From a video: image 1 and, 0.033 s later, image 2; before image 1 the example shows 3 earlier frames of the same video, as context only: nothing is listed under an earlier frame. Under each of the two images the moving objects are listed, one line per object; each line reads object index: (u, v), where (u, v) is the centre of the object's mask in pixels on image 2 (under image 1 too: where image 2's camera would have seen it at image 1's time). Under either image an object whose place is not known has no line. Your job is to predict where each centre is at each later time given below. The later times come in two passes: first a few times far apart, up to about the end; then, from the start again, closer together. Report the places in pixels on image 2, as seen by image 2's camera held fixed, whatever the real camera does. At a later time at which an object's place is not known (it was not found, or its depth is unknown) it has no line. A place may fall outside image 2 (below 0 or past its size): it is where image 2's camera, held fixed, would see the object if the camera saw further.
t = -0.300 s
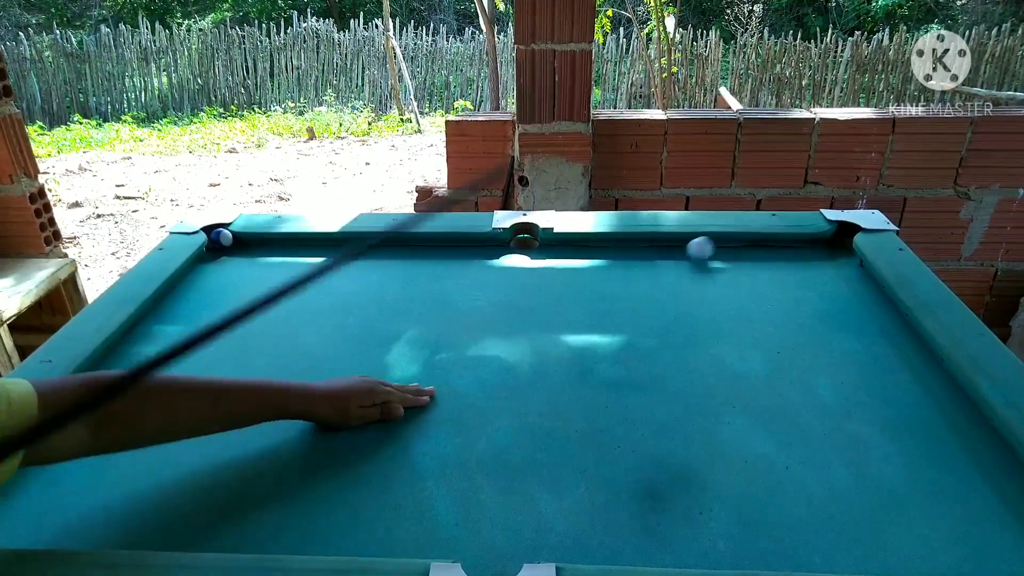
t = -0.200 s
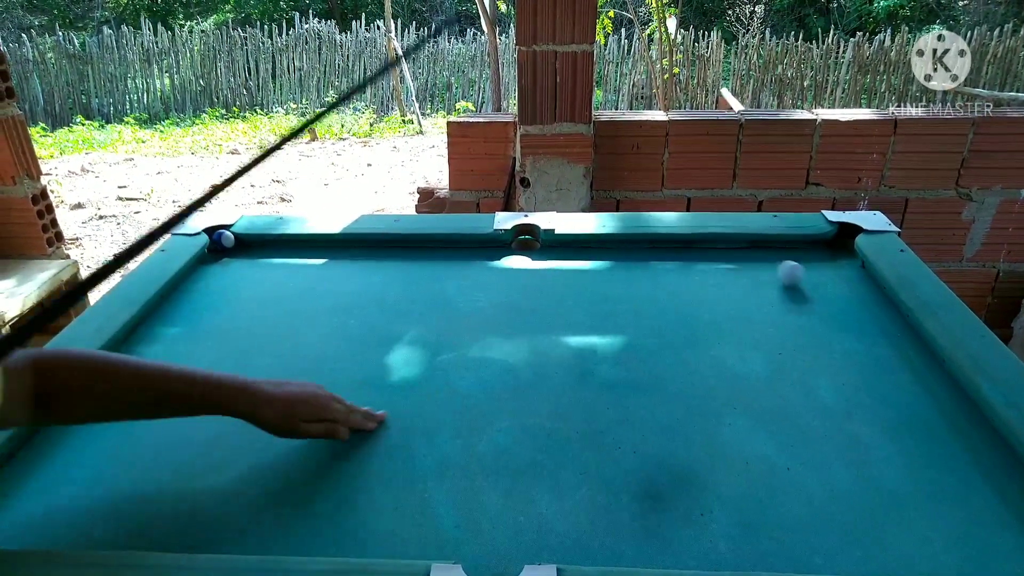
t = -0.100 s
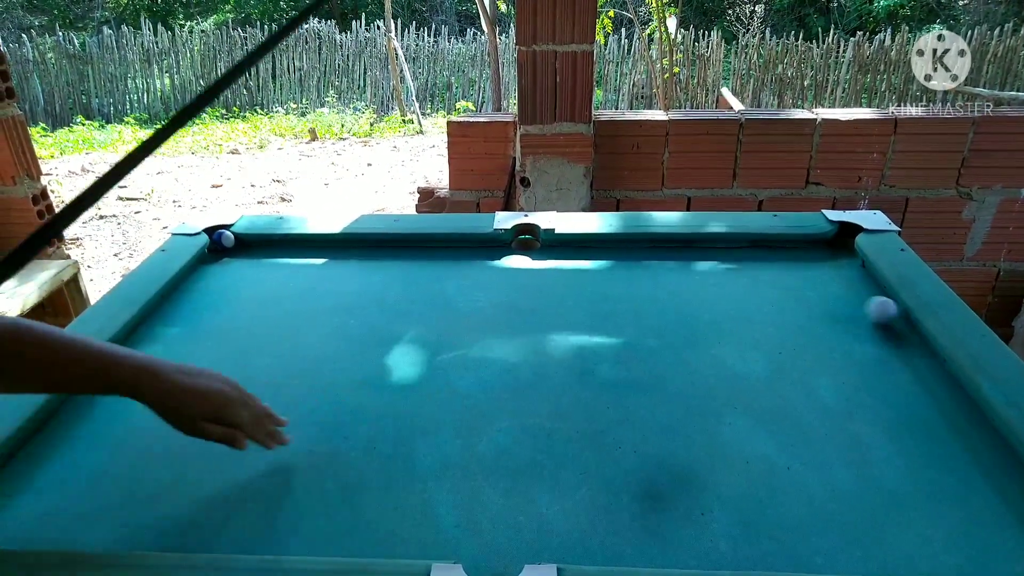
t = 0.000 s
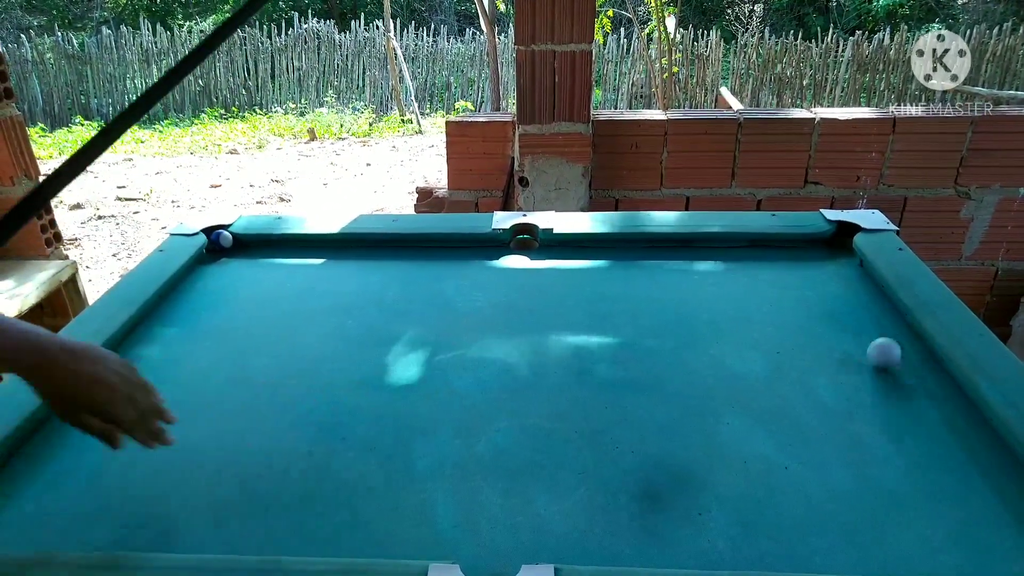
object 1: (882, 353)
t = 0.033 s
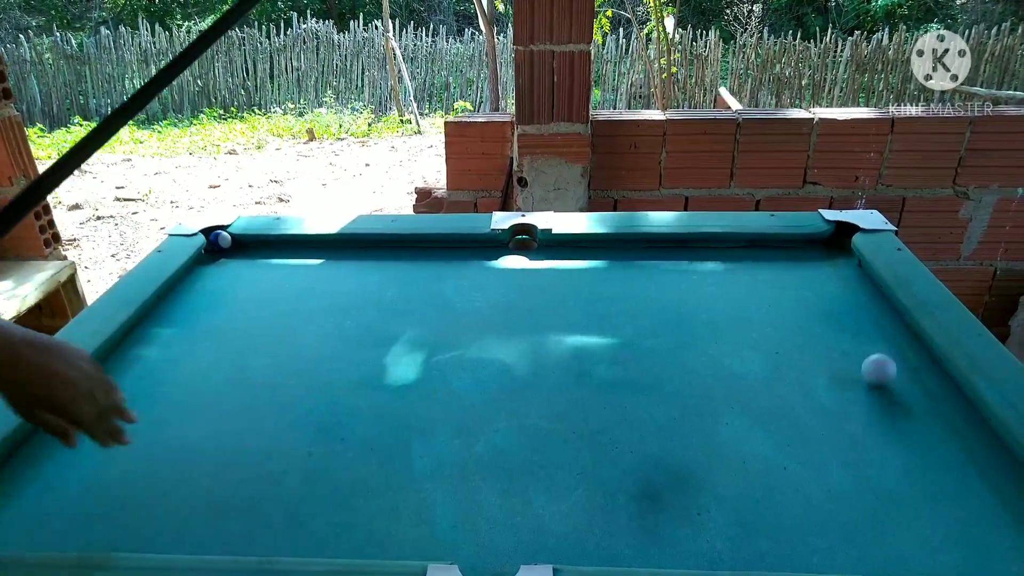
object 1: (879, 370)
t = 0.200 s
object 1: (859, 472)
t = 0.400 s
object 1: (762, 522)
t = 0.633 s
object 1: (607, 436)
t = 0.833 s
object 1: (508, 381)
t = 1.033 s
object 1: (430, 340)
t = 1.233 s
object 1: (366, 306)
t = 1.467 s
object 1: (305, 276)
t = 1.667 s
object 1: (260, 252)
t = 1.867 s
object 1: (222, 250)
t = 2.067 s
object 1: (217, 258)
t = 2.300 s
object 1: (222, 267)
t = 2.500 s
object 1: (226, 272)
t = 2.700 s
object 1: (228, 277)
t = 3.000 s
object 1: (229, 282)
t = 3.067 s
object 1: (229, 282)
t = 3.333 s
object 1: (227, 283)
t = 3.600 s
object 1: (228, 283)
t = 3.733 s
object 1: (228, 283)
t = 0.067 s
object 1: (875, 387)
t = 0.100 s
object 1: (872, 407)
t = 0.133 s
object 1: (867, 427)
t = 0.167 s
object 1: (863, 448)
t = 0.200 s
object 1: (859, 472)
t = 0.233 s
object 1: (853, 497)
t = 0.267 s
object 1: (848, 524)
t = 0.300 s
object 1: (842, 554)
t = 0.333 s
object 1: (821, 557)
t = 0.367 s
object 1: (790, 539)
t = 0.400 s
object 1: (762, 522)
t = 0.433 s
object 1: (736, 508)
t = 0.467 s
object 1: (711, 495)
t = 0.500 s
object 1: (689, 481)
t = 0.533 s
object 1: (666, 469)
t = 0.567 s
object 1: (645, 457)
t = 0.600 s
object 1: (626, 446)
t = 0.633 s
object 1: (607, 436)
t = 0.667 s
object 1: (588, 425)
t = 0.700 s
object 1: (571, 416)
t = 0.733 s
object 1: (554, 406)
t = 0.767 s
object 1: (538, 398)
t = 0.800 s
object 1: (523, 390)
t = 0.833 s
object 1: (508, 381)
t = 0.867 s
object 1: (494, 374)
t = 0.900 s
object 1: (480, 366)
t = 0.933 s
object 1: (466, 359)
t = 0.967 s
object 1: (454, 353)
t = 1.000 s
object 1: (441, 346)
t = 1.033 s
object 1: (430, 340)
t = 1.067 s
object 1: (418, 334)
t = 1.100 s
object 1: (408, 328)
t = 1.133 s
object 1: (397, 322)
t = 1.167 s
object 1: (386, 317)
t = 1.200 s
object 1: (376, 312)
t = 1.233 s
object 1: (366, 306)
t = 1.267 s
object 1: (357, 301)
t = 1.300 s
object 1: (348, 297)
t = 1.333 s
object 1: (339, 292)
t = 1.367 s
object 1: (330, 287)
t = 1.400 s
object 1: (322, 283)
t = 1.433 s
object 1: (313, 279)
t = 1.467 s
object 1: (305, 276)
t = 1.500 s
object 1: (297, 271)
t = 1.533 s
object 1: (289, 267)
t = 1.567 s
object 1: (281, 263)
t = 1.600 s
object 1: (274, 259)
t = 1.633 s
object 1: (267, 256)
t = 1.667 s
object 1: (260, 252)
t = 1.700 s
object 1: (253, 249)
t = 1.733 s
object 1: (247, 245)
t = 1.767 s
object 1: (239, 245)
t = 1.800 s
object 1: (233, 246)
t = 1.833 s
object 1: (227, 248)
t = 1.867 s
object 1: (222, 250)
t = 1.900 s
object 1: (217, 251)
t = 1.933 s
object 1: (213, 253)
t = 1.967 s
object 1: (214, 254)
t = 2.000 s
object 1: (215, 256)
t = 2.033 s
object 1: (216, 257)
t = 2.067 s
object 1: (217, 258)
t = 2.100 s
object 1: (217, 260)
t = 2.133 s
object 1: (218, 261)
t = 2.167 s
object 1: (219, 262)
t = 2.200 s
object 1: (220, 263)
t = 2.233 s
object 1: (220, 264)
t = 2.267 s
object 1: (221, 265)
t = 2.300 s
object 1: (222, 267)
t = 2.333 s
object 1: (223, 268)
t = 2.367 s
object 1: (223, 269)
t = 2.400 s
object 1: (225, 270)
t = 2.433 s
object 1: (225, 270)
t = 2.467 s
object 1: (225, 271)
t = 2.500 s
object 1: (226, 272)
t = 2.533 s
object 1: (227, 273)
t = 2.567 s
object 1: (227, 274)
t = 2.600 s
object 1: (228, 275)
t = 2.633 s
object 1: (228, 275)
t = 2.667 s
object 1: (228, 276)
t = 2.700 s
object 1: (228, 277)
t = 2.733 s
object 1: (228, 278)
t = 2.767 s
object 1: (228, 278)
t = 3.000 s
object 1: (229, 282)
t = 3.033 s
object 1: (229, 282)
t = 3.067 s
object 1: (229, 282)
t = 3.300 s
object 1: (227, 283)
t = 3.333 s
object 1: (227, 283)
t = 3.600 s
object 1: (228, 283)
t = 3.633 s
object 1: (228, 283)
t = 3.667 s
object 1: (228, 283)
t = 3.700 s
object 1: (228, 283)
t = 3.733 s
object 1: (228, 283)
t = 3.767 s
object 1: (228, 283)
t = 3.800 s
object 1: (228, 283)
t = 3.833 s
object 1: (228, 283)
